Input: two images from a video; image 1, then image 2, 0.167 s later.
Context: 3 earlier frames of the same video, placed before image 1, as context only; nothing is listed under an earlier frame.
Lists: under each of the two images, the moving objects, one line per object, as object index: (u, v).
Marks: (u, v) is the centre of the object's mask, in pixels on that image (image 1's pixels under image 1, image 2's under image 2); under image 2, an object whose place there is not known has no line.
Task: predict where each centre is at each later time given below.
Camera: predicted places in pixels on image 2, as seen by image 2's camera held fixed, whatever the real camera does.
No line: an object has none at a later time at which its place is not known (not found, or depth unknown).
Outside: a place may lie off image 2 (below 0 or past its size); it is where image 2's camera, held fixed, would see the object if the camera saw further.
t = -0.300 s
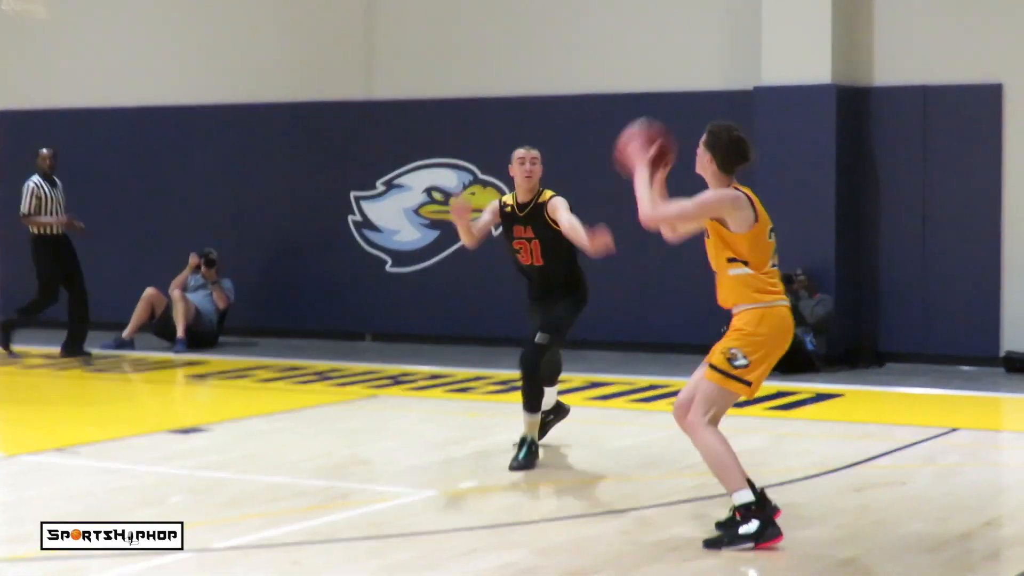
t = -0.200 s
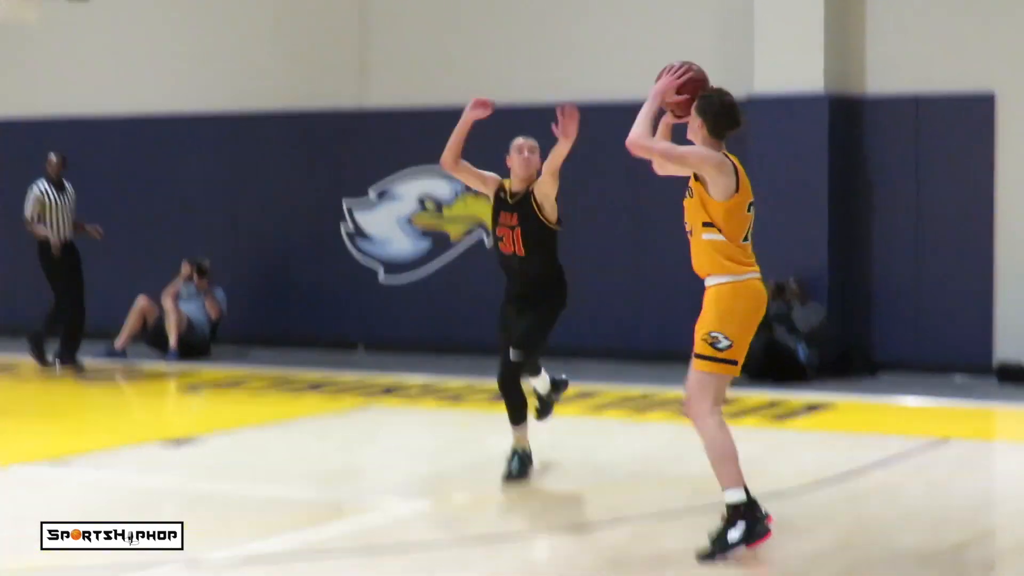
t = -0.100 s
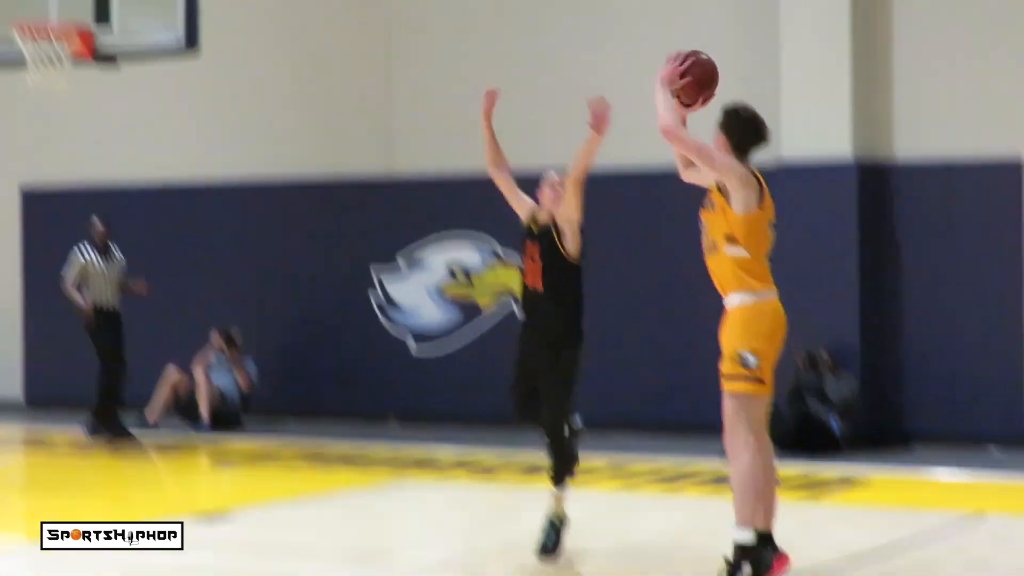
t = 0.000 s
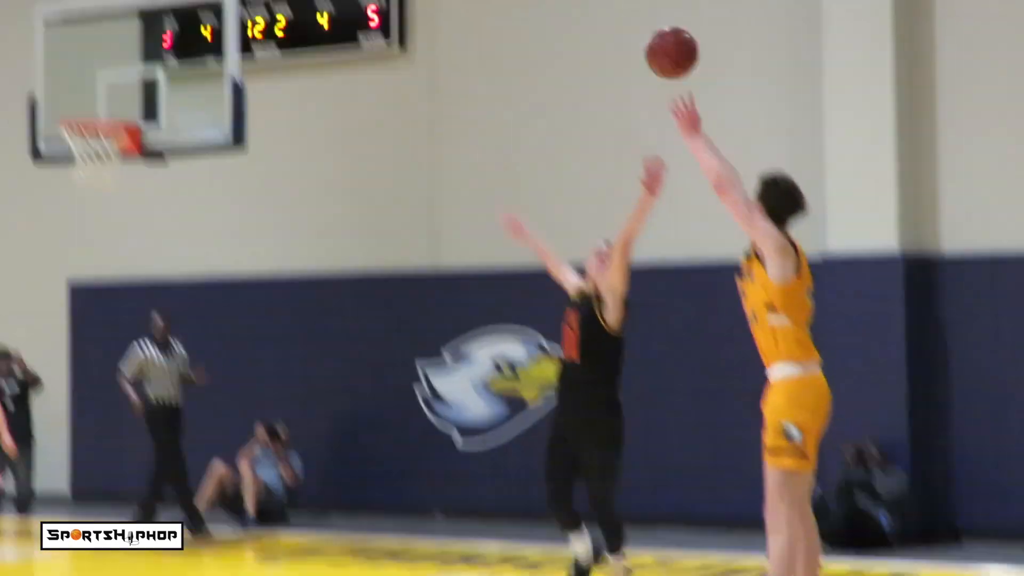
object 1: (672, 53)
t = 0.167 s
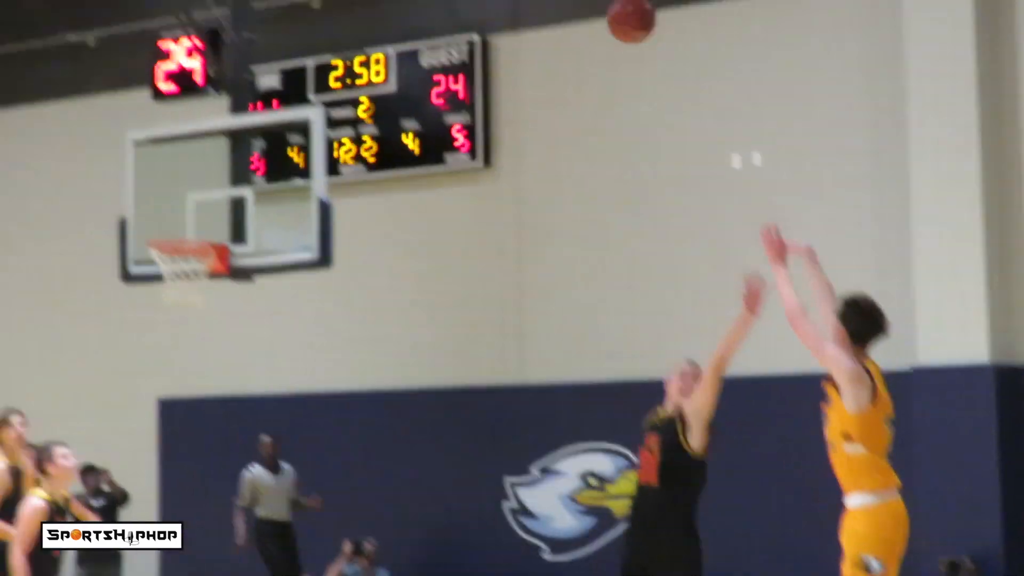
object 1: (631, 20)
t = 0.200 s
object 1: (608, 1)
